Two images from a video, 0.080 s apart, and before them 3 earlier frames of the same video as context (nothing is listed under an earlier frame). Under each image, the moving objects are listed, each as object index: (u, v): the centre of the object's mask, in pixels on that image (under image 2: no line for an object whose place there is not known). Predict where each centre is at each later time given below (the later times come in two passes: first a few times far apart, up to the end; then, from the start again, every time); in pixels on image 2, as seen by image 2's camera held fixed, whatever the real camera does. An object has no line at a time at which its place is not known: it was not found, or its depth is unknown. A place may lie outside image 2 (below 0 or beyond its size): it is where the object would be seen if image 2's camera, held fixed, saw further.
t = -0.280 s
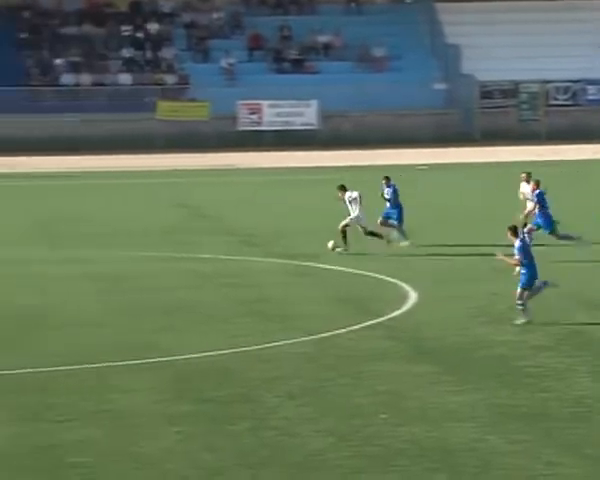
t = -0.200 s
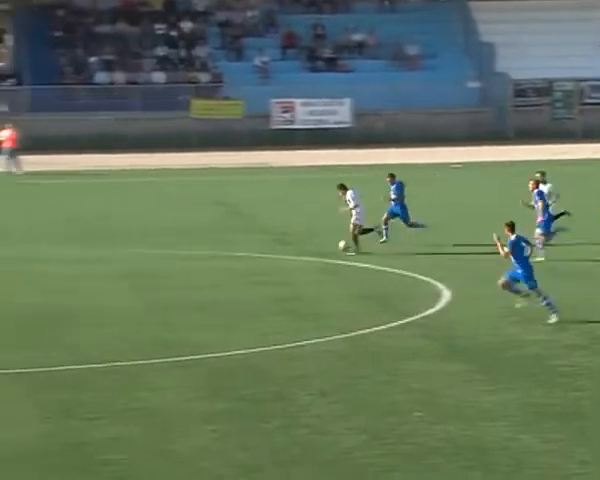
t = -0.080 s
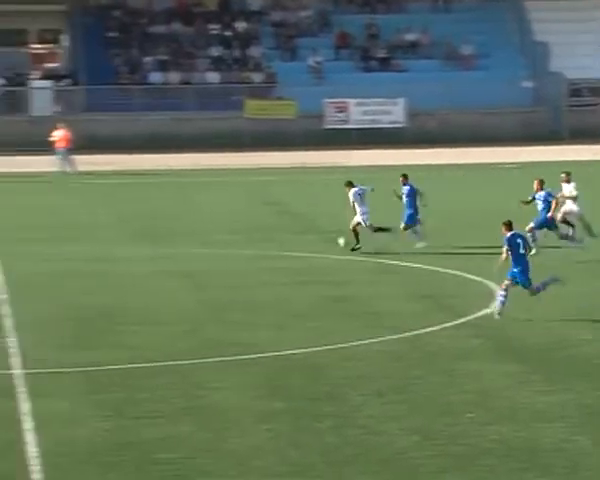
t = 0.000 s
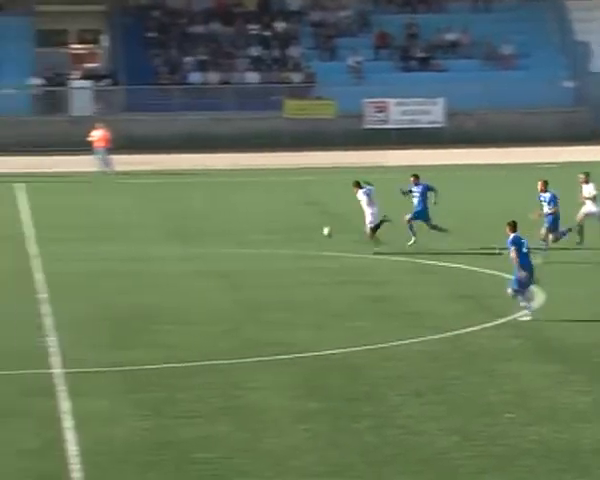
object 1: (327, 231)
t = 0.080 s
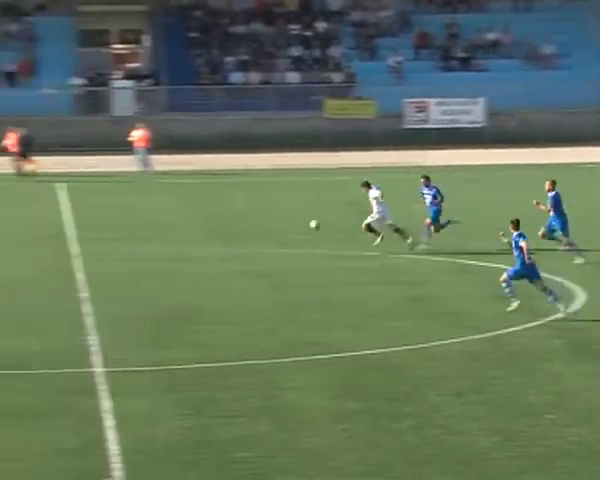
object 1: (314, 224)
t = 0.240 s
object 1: (211, 223)
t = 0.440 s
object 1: (90, 242)
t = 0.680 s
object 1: (-23, 235)
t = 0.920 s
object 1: (-125, 245)
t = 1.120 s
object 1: (-206, 245)
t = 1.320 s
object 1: (-289, 253)
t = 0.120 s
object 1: (288, 223)
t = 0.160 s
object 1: (261, 222)
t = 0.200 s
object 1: (235, 221)
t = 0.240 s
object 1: (211, 223)
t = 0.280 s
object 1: (186, 225)
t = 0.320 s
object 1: (161, 228)
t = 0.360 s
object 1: (138, 232)
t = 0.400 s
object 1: (113, 236)
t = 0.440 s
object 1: (90, 242)
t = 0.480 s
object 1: (68, 248)
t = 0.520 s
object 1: (49, 246)
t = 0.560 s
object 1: (31, 242)
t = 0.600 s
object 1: (12, 239)
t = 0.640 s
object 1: (-4, 236)
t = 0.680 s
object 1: (-23, 235)
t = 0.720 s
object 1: (-40, 235)
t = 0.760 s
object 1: (-56, 235)
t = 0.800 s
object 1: (-73, 236)
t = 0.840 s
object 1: (-91, 239)
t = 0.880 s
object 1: (-108, 241)
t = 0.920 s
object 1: (-125, 245)
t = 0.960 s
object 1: (-140, 250)
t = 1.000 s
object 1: (-156, 252)
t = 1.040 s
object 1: (-173, 249)
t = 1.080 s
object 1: (-190, 247)
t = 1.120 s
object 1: (-206, 245)
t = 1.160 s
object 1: (-223, 246)
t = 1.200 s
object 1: (-239, 246)
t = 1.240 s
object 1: (-256, 248)
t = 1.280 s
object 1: (-272, 250)
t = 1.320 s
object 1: (-289, 253)
